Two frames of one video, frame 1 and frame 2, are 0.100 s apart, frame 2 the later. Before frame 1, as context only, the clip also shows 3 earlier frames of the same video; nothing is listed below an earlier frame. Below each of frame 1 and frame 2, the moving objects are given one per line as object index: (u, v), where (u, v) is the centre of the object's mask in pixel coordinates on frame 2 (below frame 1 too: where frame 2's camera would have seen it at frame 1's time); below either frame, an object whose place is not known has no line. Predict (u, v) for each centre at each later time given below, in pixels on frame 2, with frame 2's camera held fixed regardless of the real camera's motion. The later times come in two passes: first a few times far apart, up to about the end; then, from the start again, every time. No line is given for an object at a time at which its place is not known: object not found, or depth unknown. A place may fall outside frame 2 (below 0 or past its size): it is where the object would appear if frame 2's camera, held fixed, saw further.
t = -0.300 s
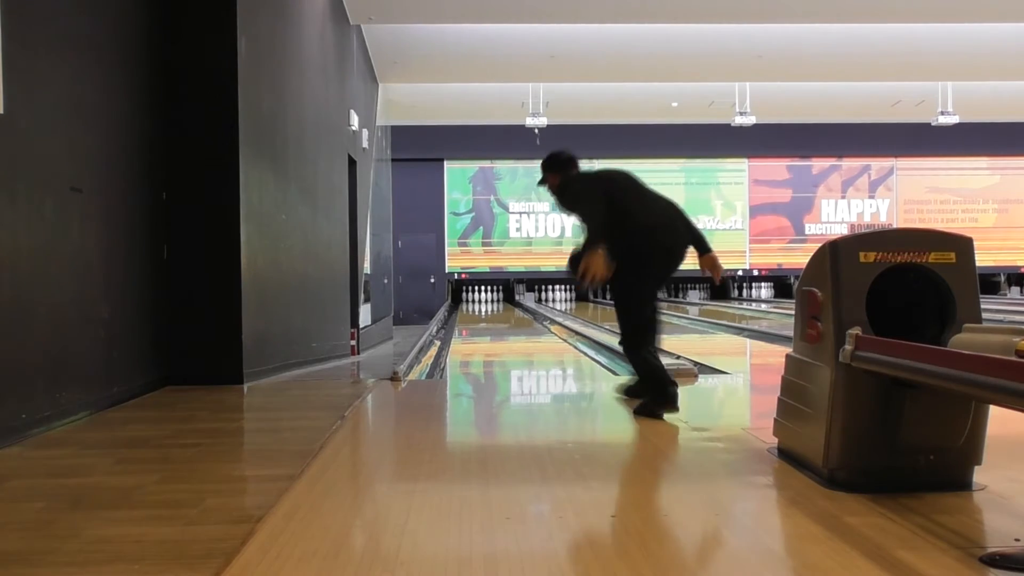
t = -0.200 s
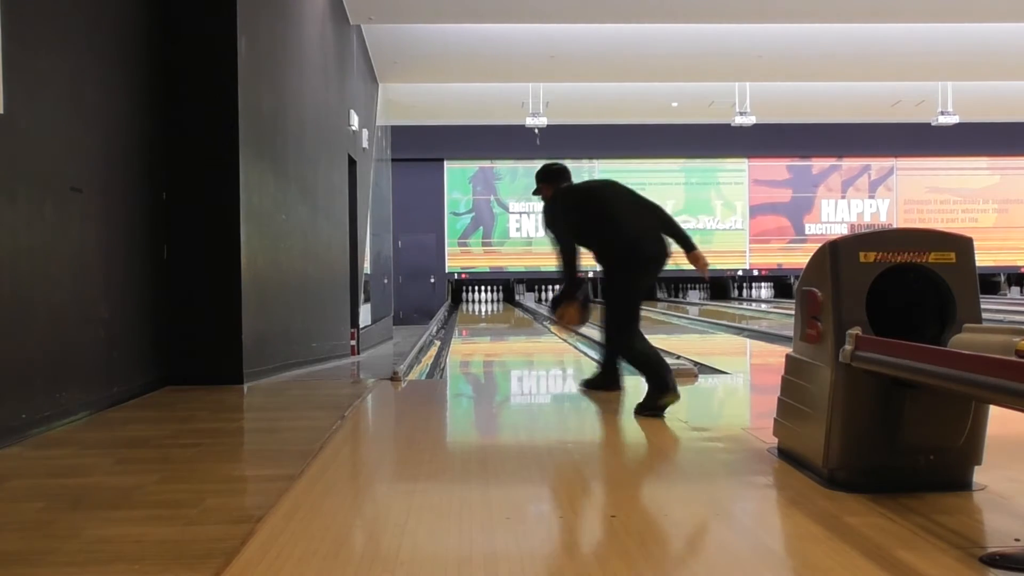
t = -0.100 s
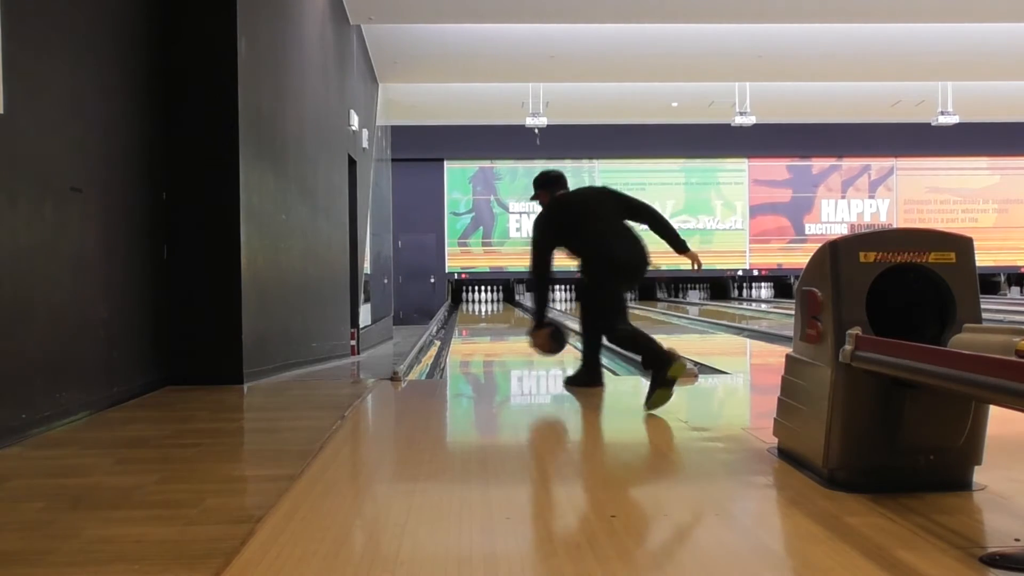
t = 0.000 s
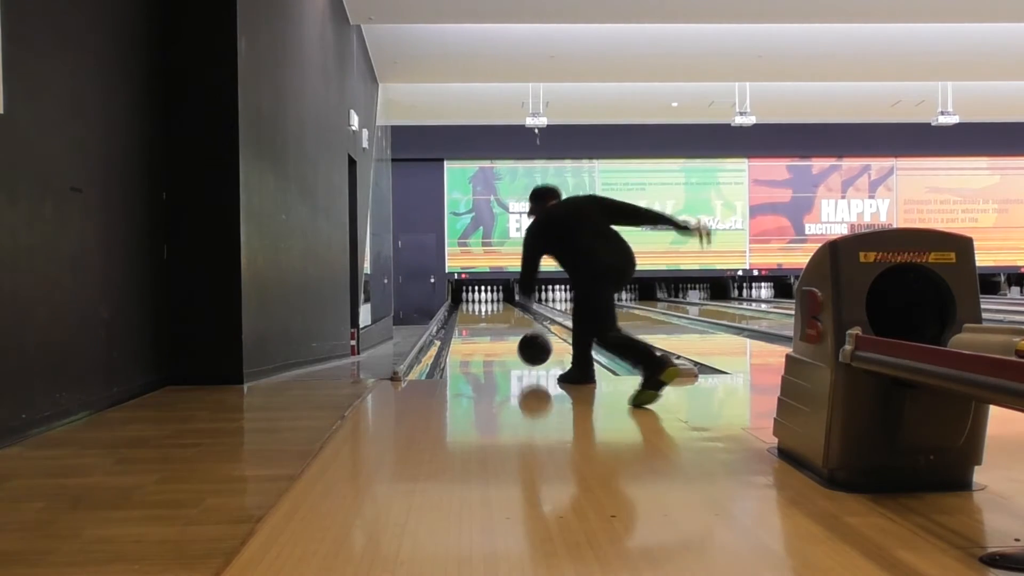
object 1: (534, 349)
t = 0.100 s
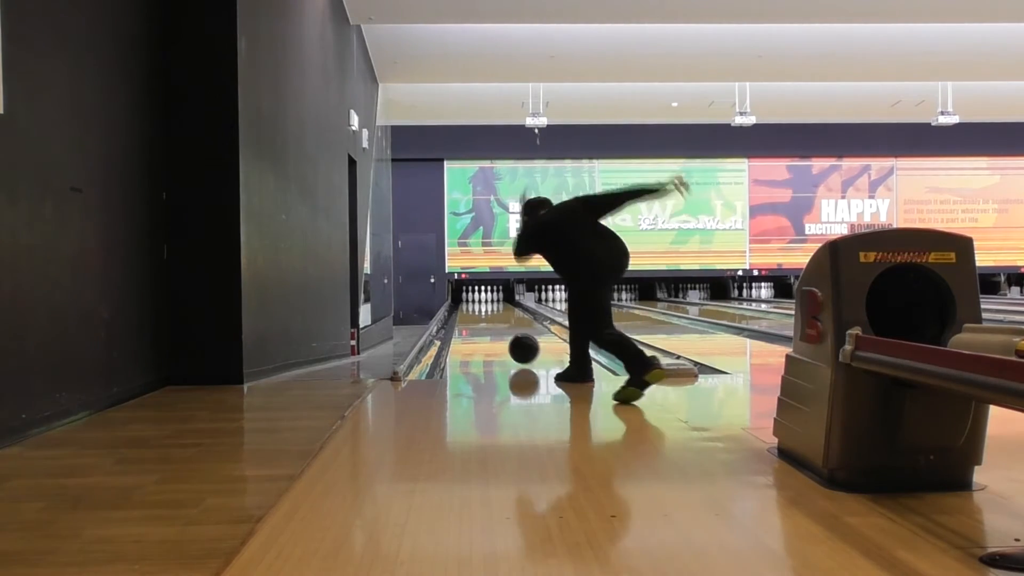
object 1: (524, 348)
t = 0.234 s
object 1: (512, 342)
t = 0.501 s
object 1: (496, 331)
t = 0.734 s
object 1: (487, 324)
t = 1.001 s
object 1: (480, 317)
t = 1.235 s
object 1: (475, 312)
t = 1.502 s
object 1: (472, 308)
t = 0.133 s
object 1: (521, 347)
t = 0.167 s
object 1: (518, 346)
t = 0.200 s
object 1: (515, 344)
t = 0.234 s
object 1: (512, 342)
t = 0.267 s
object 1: (510, 340)
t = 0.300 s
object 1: (508, 339)
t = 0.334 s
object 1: (506, 337)
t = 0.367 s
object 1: (504, 336)
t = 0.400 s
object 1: (502, 334)
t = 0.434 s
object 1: (500, 333)
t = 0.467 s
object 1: (498, 332)
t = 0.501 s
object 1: (496, 331)
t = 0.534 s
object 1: (495, 329)
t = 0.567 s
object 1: (494, 328)
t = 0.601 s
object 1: (492, 327)
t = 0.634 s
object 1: (491, 326)
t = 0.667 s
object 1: (490, 325)
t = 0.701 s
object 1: (488, 324)
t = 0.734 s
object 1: (487, 324)
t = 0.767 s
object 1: (486, 323)
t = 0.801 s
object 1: (485, 322)
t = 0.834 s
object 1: (484, 321)
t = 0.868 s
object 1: (483, 320)
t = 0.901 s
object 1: (482, 319)
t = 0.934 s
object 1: (482, 319)
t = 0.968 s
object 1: (481, 318)
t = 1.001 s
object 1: (480, 317)
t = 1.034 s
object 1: (479, 316)
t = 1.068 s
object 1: (479, 316)
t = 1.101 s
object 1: (478, 315)
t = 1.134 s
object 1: (477, 314)
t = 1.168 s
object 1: (476, 314)
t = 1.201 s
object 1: (476, 313)
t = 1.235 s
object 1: (475, 312)
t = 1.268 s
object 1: (474, 312)
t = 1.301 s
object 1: (474, 311)
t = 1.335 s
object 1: (474, 311)
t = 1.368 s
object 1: (473, 310)
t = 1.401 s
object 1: (473, 309)
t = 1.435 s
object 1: (473, 309)
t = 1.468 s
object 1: (472, 309)
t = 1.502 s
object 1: (472, 308)
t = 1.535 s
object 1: (471, 308)
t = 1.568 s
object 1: (471, 308)
